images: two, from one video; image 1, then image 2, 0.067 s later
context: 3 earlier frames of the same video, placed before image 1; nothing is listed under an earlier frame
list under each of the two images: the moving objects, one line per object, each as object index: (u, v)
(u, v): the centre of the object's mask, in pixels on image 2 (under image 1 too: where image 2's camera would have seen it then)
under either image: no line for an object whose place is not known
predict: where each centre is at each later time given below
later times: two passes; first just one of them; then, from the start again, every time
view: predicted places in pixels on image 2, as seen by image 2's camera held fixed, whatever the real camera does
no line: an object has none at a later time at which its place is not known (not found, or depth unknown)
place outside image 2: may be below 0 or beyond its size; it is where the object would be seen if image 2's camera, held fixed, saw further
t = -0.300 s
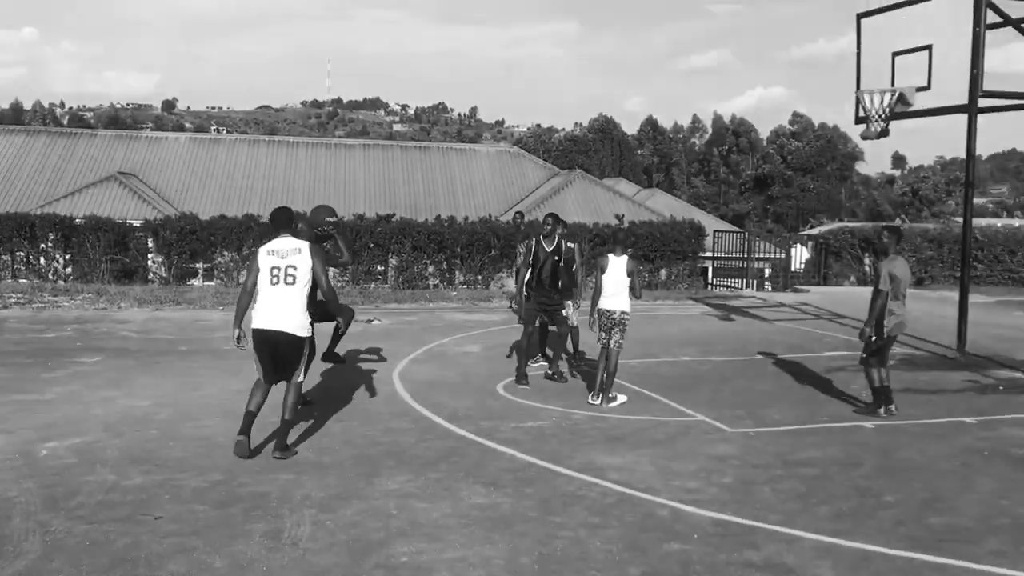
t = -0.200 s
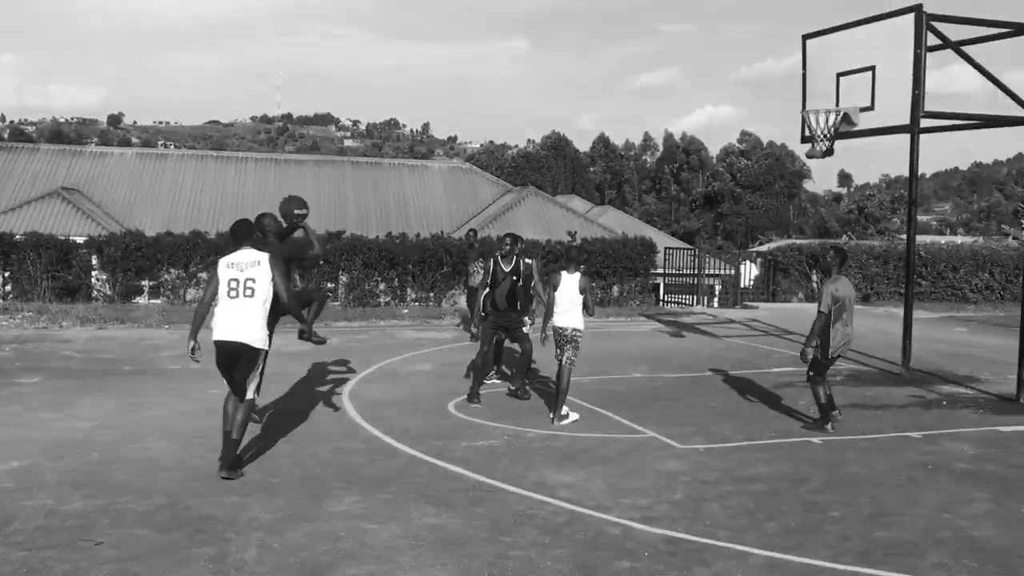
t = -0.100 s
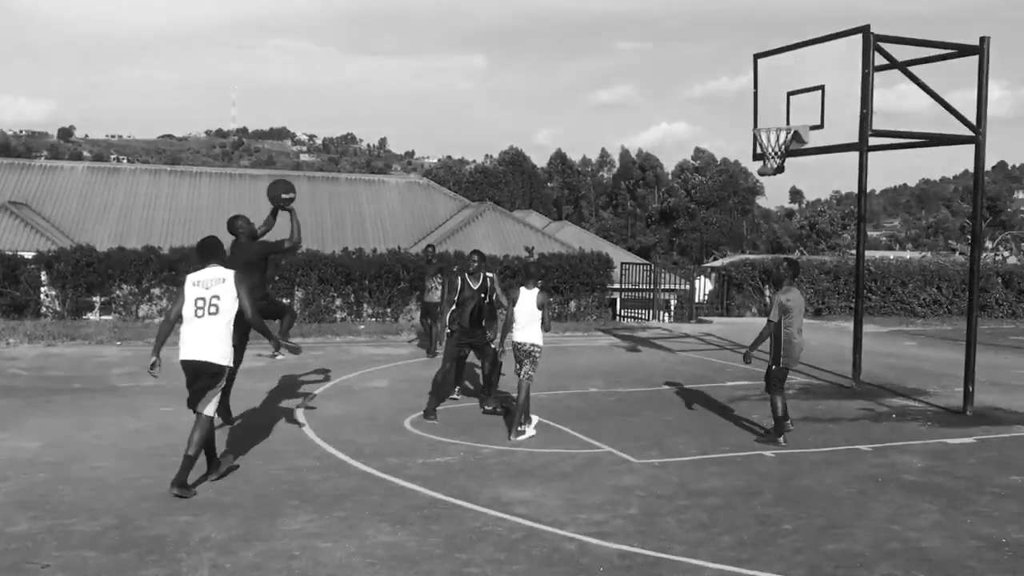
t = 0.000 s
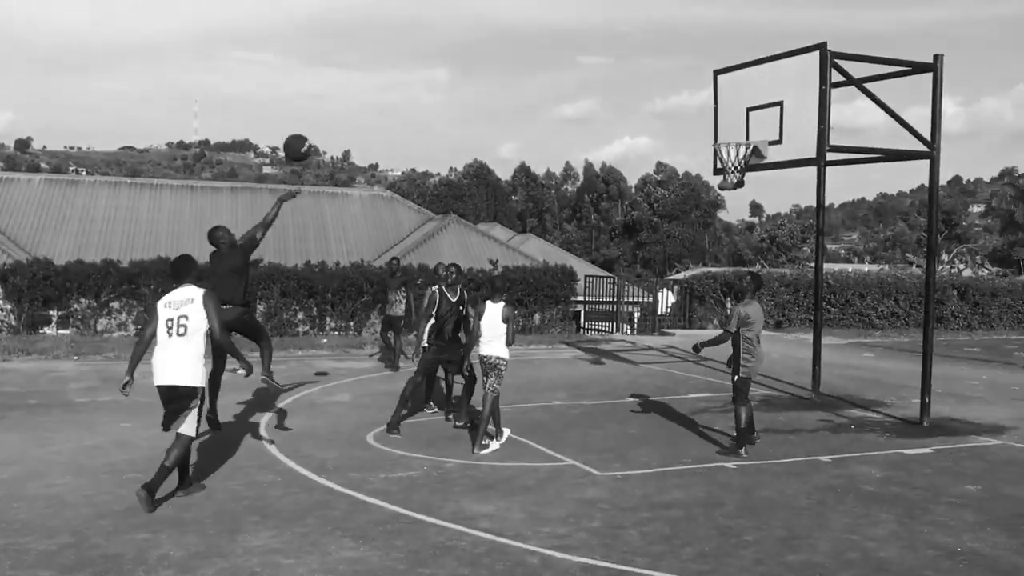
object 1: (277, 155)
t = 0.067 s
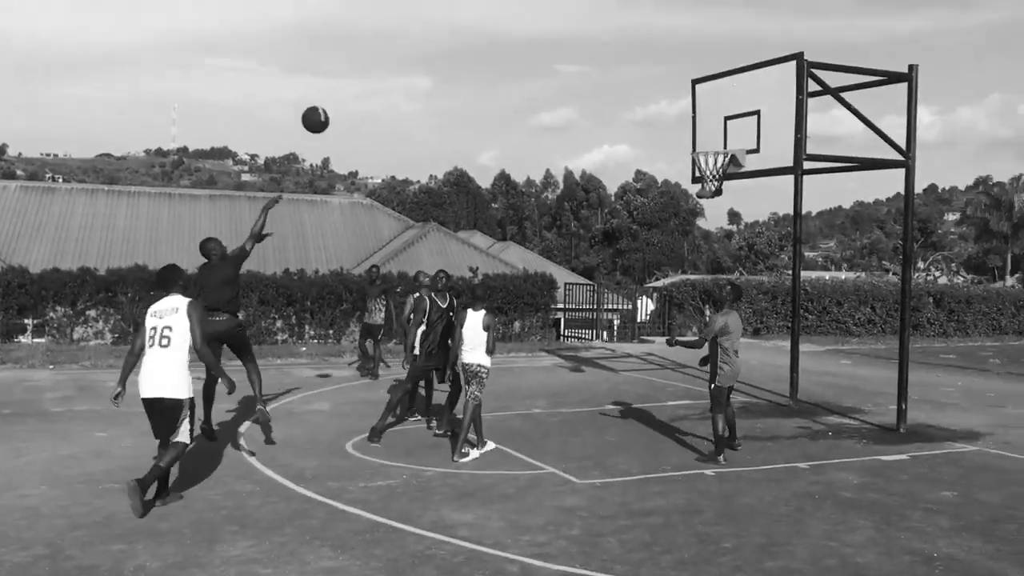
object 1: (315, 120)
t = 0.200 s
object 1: (386, 68)
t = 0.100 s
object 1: (334, 105)
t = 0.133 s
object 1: (352, 91)
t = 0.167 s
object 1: (369, 79)
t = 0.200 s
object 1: (386, 68)
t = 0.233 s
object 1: (403, 59)
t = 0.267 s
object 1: (419, 51)
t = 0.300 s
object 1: (436, 44)
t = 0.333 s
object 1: (451, 39)
